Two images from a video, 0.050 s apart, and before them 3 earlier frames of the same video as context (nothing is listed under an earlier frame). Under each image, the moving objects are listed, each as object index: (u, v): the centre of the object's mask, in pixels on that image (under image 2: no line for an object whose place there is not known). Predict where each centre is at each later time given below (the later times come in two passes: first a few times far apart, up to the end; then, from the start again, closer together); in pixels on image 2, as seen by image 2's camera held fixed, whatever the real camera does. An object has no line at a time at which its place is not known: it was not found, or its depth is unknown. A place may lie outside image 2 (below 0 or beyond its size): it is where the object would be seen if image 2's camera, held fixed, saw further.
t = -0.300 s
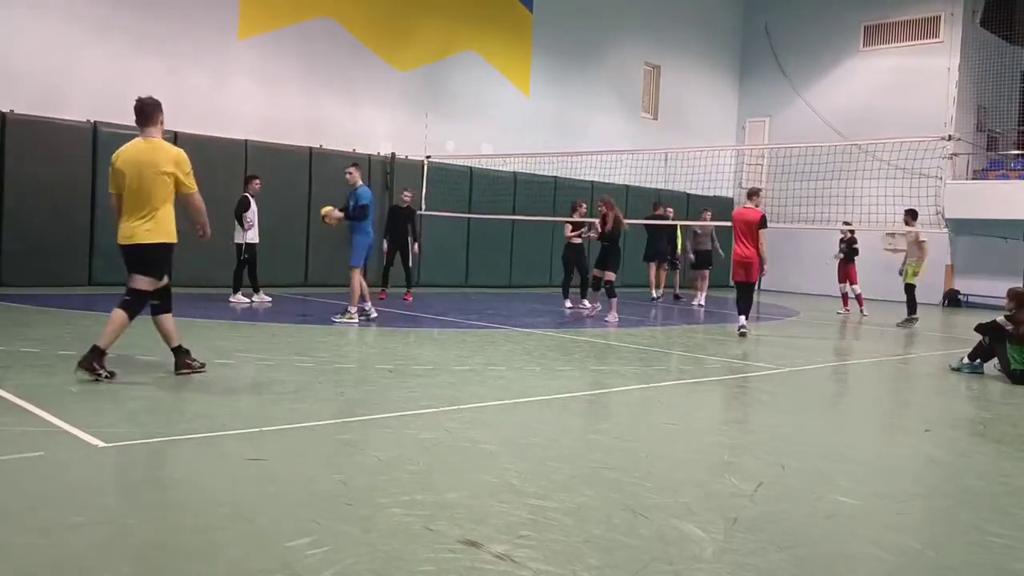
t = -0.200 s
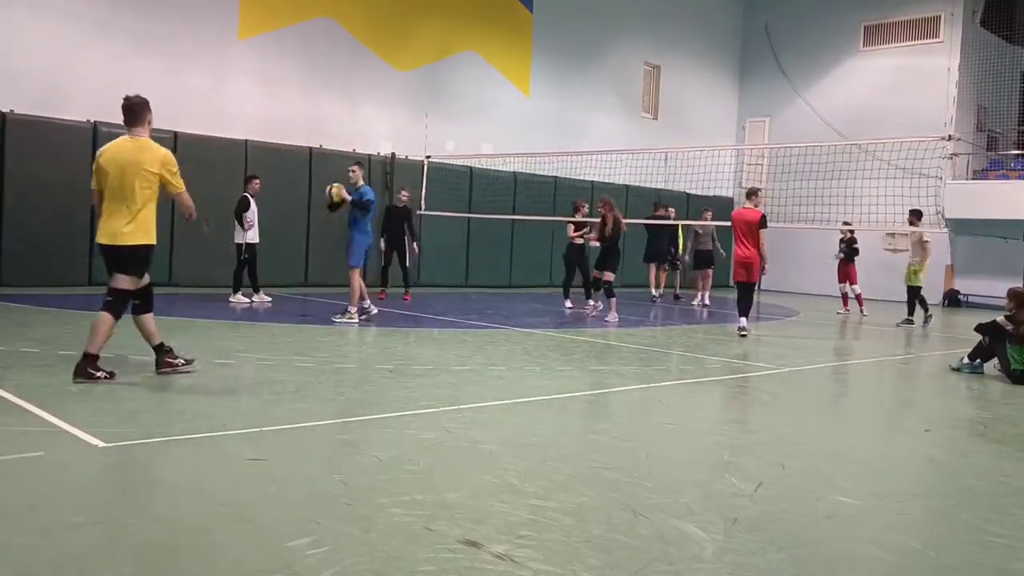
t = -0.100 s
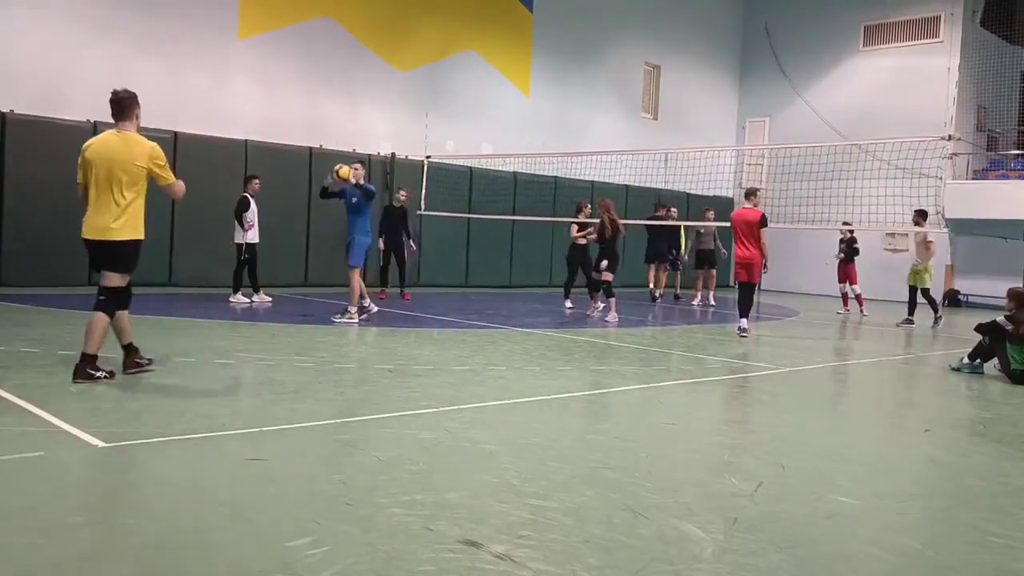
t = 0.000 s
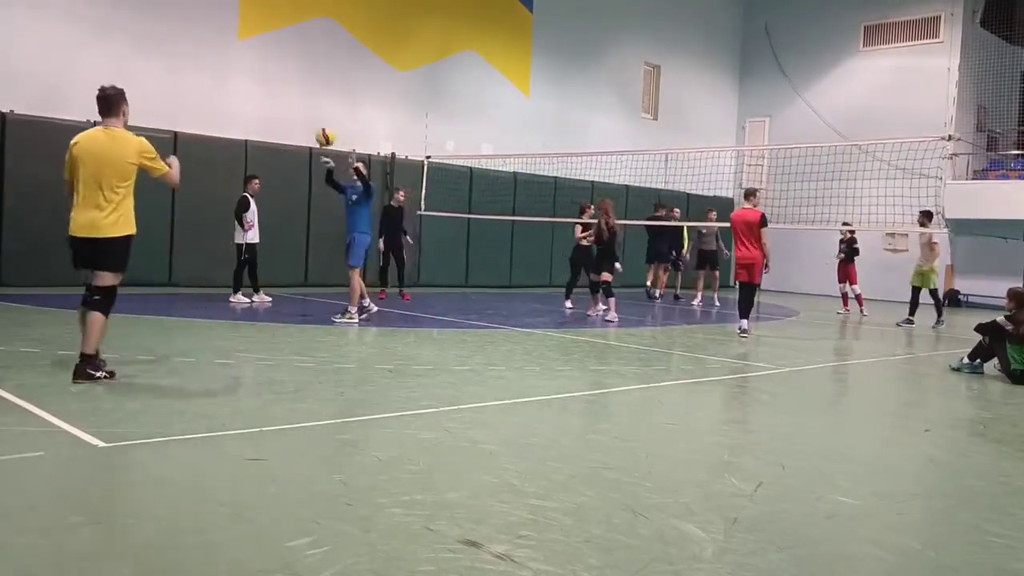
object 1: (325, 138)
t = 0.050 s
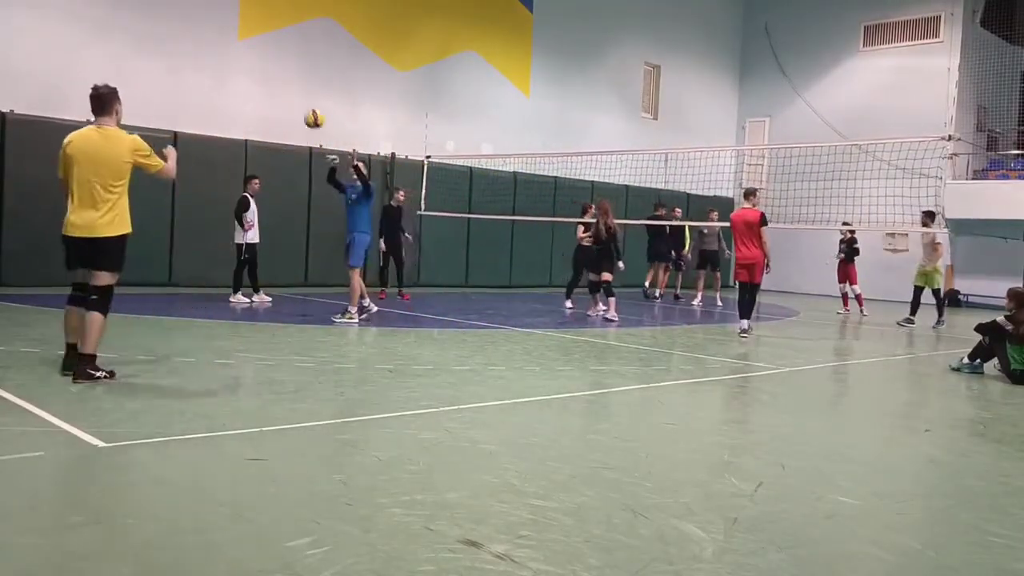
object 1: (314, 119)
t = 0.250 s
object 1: (263, 64)
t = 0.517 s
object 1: (176, 45)
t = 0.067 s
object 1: (309, 113)
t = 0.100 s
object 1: (301, 103)
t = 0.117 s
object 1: (297, 98)
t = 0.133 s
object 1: (294, 94)
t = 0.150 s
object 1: (291, 89)
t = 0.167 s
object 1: (286, 85)
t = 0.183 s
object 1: (282, 80)
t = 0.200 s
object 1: (277, 75)
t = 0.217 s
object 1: (273, 72)
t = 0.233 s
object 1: (268, 68)
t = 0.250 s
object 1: (263, 64)
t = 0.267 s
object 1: (259, 61)
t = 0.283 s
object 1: (254, 59)
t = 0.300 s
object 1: (249, 55)
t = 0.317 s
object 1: (243, 53)
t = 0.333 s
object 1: (239, 51)
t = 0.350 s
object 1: (234, 49)
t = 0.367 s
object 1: (228, 47)
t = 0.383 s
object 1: (223, 45)
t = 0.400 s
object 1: (217, 44)
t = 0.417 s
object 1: (212, 43)
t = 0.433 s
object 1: (206, 43)
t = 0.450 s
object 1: (200, 42)
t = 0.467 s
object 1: (194, 42)
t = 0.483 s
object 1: (189, 43)
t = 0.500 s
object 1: (182, 43)
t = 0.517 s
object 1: (176, 45)
